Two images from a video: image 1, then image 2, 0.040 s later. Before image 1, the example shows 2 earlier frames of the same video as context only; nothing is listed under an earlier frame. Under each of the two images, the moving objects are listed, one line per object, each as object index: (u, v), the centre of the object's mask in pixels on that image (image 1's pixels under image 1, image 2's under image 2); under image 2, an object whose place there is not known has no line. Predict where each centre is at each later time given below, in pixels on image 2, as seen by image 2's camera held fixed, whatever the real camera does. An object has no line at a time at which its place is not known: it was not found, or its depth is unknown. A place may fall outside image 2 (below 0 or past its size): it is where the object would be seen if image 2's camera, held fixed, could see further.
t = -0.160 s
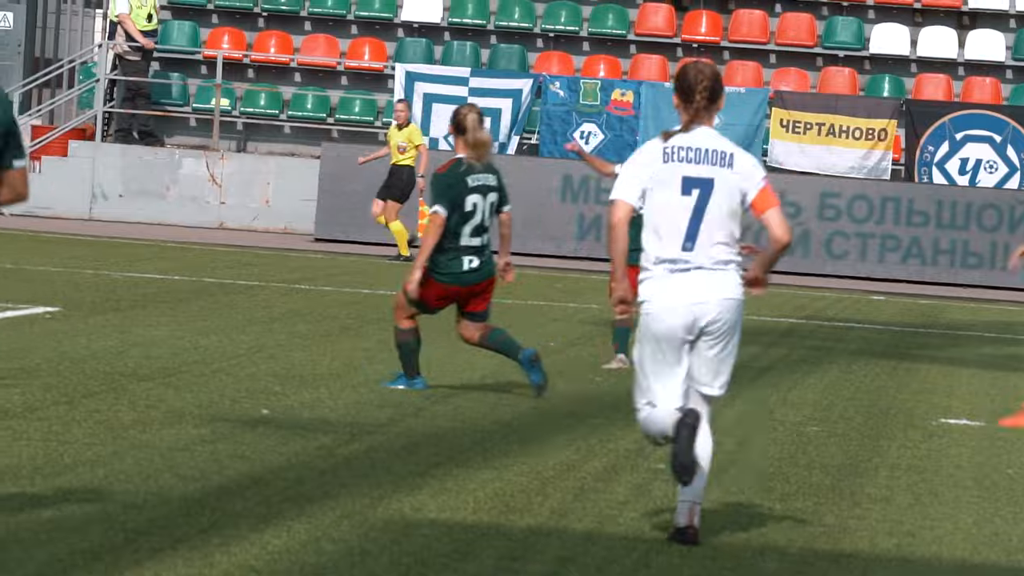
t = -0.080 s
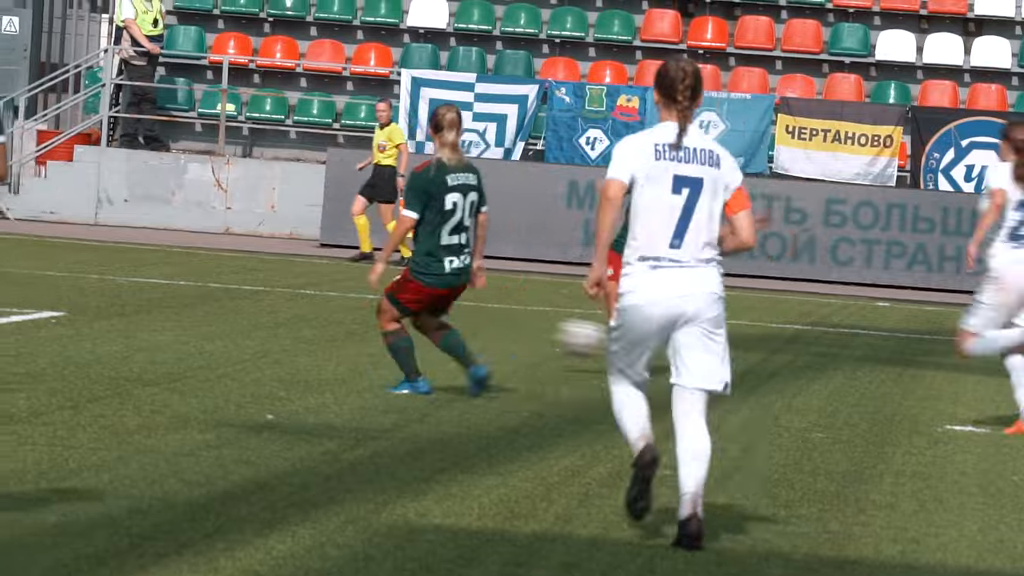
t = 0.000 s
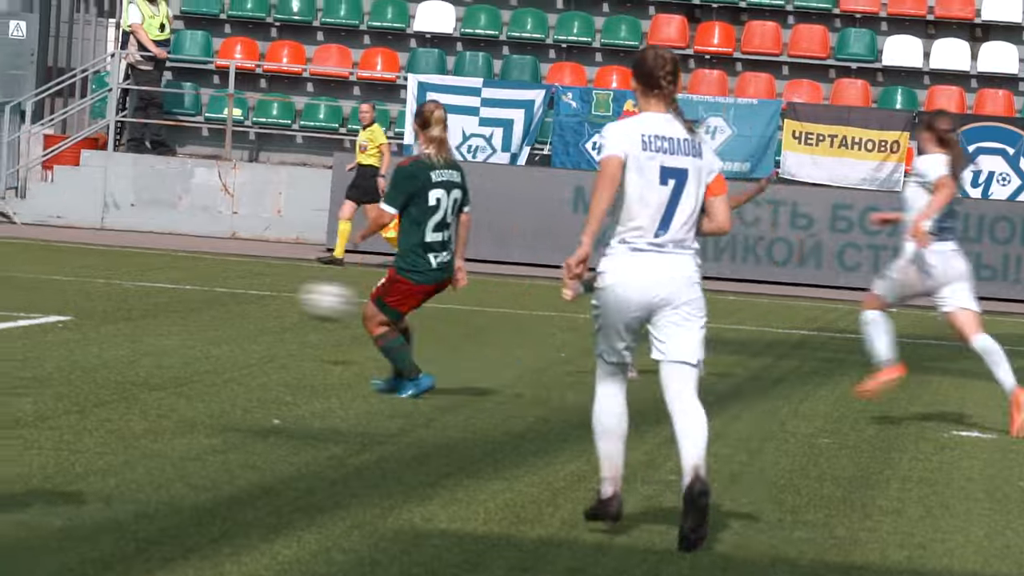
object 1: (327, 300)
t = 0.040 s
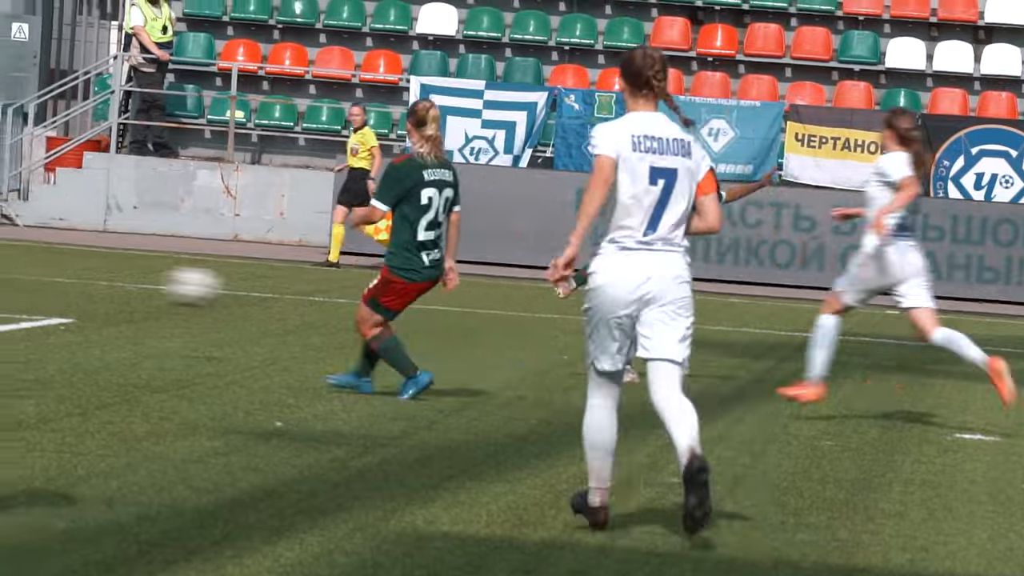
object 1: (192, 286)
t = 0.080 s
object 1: (49, 273)
